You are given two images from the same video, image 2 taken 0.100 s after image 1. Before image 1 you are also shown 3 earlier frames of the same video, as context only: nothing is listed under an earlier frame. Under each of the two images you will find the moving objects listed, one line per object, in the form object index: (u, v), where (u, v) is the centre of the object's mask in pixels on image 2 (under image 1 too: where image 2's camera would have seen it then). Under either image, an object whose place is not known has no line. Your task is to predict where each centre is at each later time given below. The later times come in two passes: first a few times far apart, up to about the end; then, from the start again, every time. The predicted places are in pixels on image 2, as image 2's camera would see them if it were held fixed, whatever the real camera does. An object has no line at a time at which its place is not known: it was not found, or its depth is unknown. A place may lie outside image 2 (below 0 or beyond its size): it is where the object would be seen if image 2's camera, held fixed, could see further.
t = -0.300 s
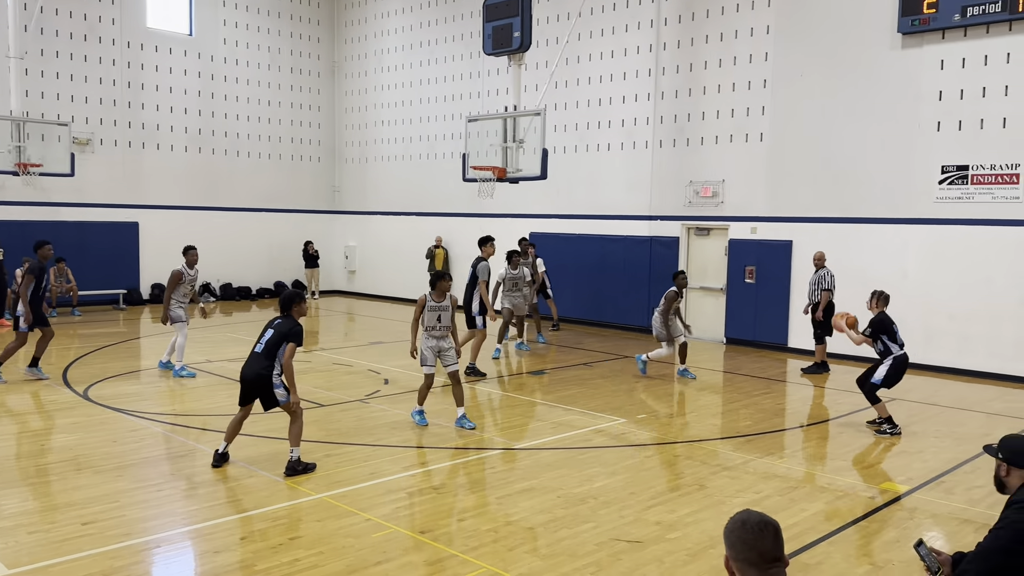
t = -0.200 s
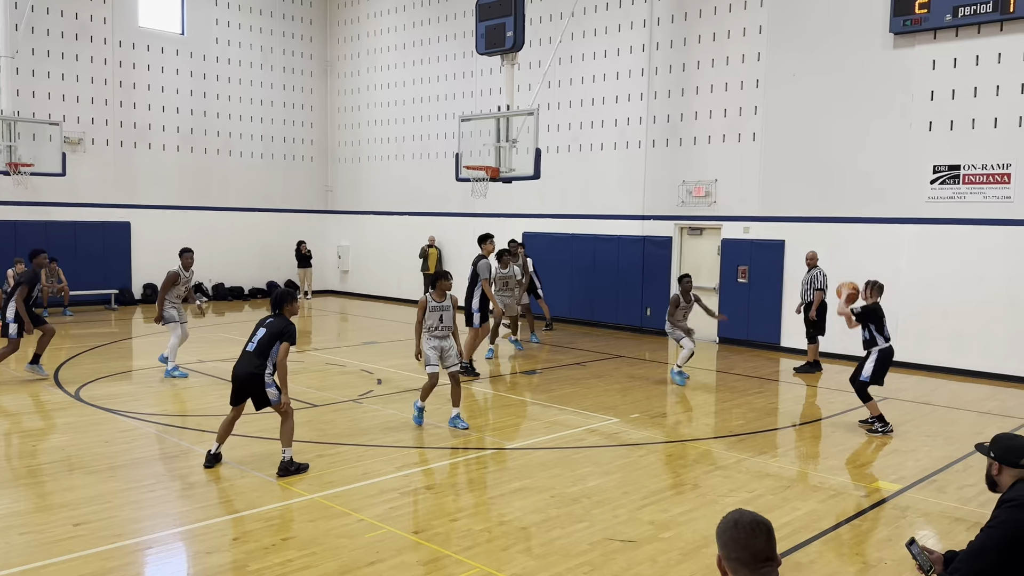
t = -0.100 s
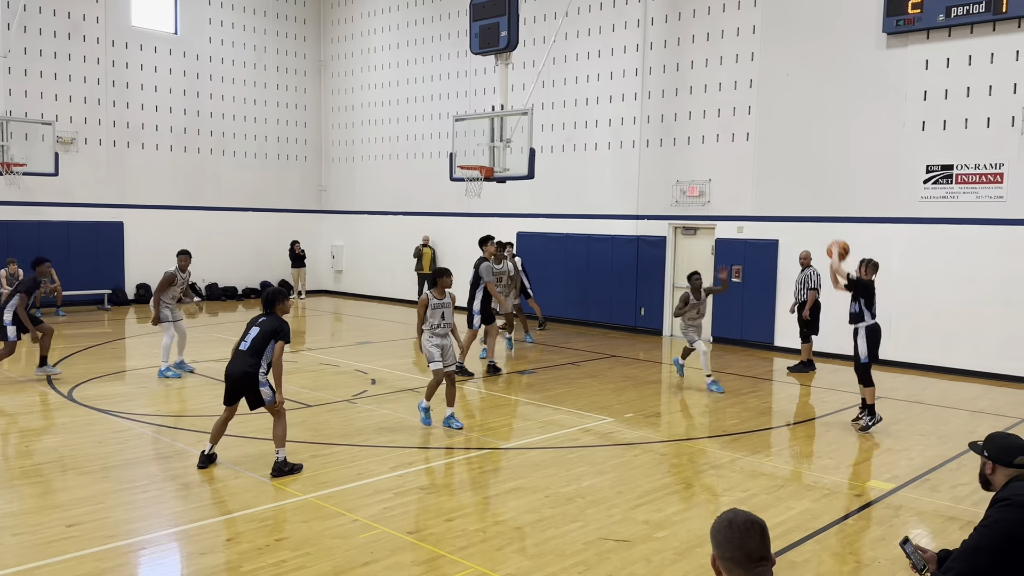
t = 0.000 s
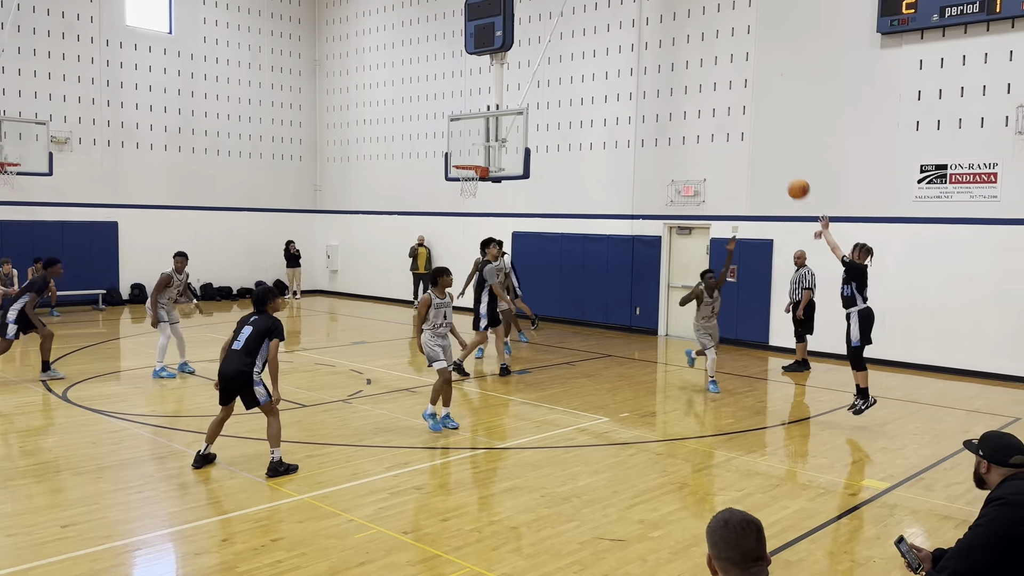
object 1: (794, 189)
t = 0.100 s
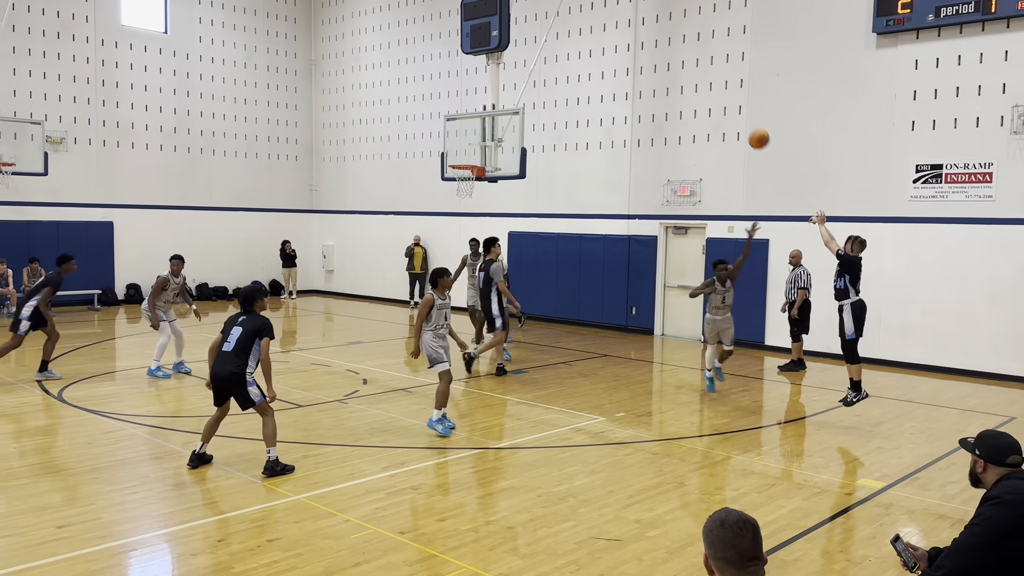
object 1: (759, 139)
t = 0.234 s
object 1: (715, 91)
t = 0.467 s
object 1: (645, 44)
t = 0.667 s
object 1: (590, 40)
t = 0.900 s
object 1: (534, 71)
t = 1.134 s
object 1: (485, 130)
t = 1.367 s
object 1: (451, 188)
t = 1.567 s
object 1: (440, 218)
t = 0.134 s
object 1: (749, 126)
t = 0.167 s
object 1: (737, 113)
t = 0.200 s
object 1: (726, 101)
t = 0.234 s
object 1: (715, 91)
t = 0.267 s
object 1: (704, 80)
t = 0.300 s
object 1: (694, 72)
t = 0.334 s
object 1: (684, 64)
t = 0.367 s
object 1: (674, 58)
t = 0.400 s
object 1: (664, 52)
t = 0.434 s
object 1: (654, 48)
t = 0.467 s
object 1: (645, 44)
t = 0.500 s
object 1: (635, 41)
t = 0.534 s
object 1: (626, 40)
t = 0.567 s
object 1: (617, 39)
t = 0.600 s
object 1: (608, 39)
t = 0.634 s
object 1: (599, 39)
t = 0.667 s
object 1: (590, 40)
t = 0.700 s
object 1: (582, 43)
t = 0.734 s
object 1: (574, 46)
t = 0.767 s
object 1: (566, 49)
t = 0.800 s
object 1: (558, 54)
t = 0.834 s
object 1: (550, 59)
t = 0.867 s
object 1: (542, 64)
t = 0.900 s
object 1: (534, 71)
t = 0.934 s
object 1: (527, 78)
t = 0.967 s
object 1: (520, 85)
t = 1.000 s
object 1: (512, 93)
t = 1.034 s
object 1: (505, 102)
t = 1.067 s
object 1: (498, 111)
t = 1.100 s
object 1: (491, 120)
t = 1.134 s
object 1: (485, 130)
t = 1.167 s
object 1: (478, 141)
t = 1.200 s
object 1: (472, 152)
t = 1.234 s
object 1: (466, 161)
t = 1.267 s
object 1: (459, 174)
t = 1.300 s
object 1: (455, 183)
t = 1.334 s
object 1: (452, 185)
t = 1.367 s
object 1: (451, 188)
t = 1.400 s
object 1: (449, 192)
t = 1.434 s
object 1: (447, 196)
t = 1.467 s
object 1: (445, 200)
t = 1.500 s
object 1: (444, 206)
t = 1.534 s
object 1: (442, 212)
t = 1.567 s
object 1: (440, 218)
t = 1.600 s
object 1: (438, 225)
